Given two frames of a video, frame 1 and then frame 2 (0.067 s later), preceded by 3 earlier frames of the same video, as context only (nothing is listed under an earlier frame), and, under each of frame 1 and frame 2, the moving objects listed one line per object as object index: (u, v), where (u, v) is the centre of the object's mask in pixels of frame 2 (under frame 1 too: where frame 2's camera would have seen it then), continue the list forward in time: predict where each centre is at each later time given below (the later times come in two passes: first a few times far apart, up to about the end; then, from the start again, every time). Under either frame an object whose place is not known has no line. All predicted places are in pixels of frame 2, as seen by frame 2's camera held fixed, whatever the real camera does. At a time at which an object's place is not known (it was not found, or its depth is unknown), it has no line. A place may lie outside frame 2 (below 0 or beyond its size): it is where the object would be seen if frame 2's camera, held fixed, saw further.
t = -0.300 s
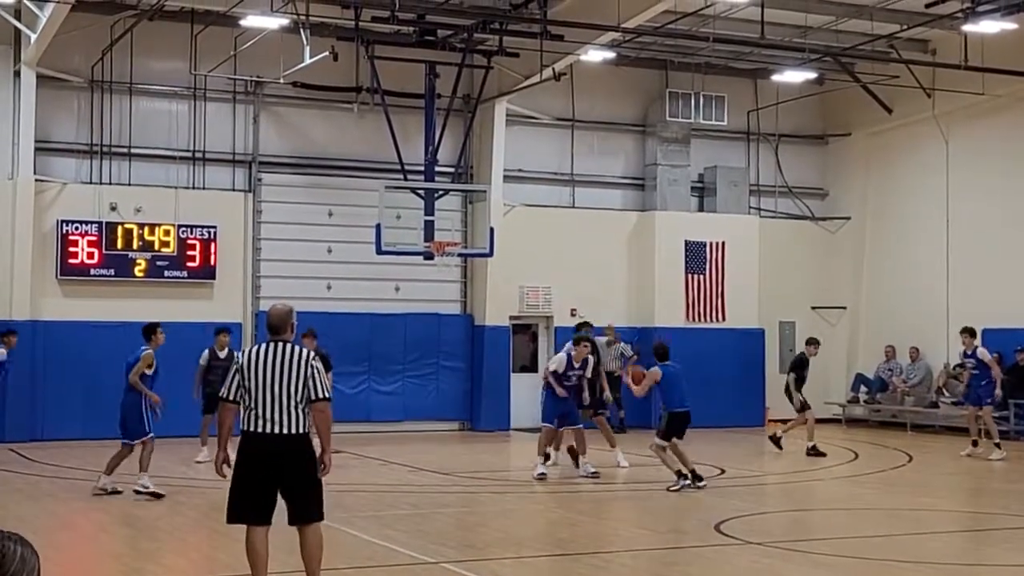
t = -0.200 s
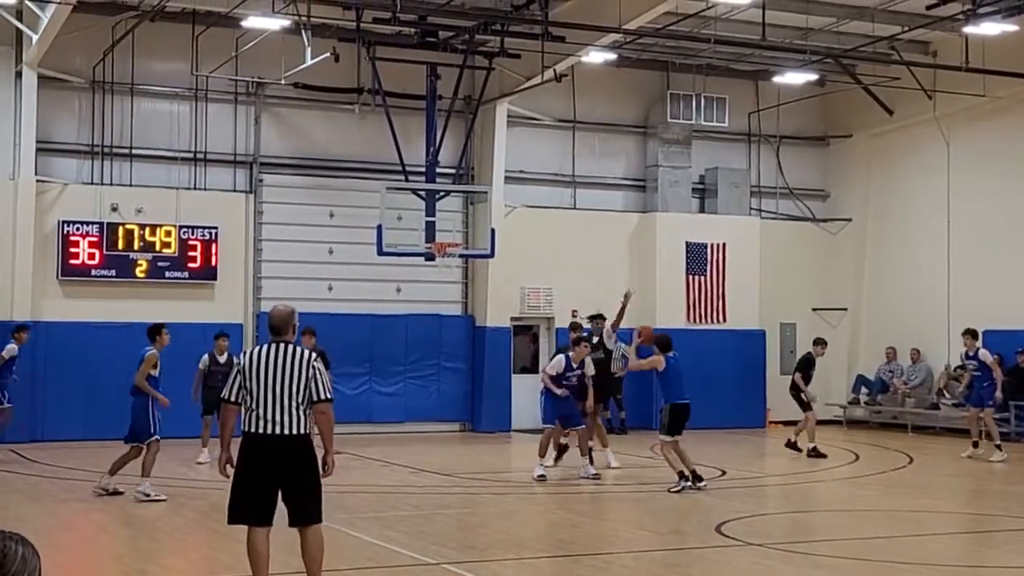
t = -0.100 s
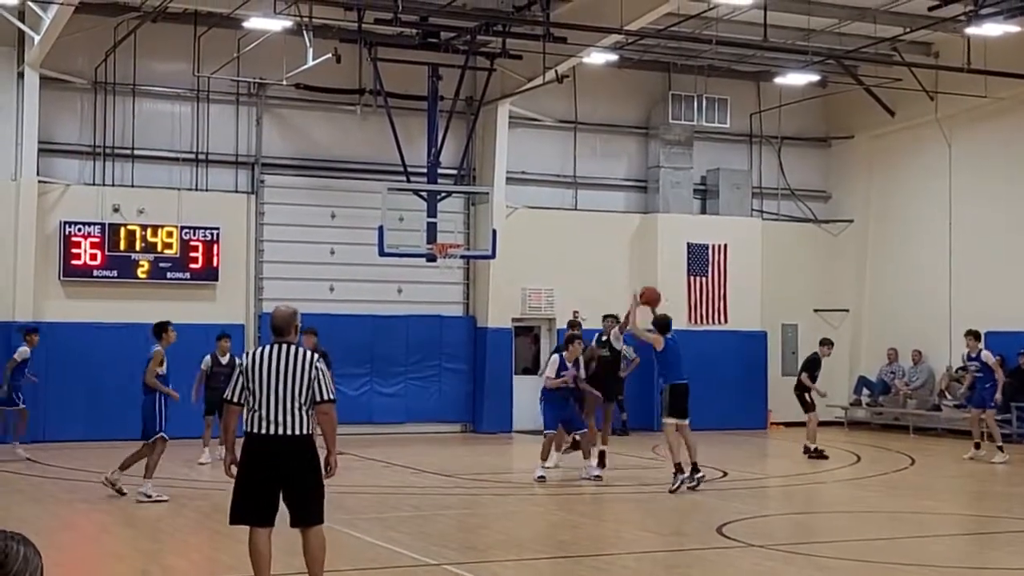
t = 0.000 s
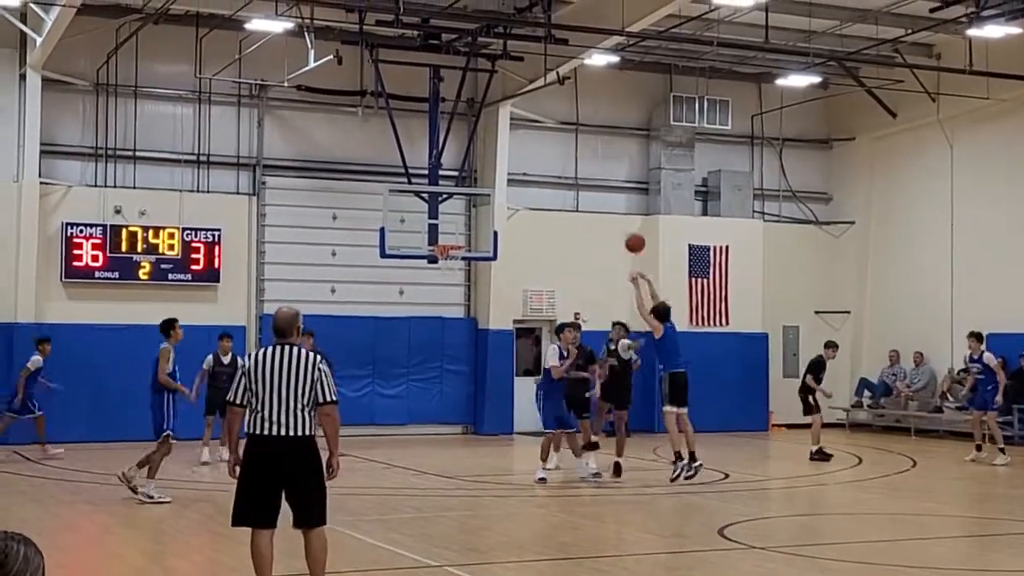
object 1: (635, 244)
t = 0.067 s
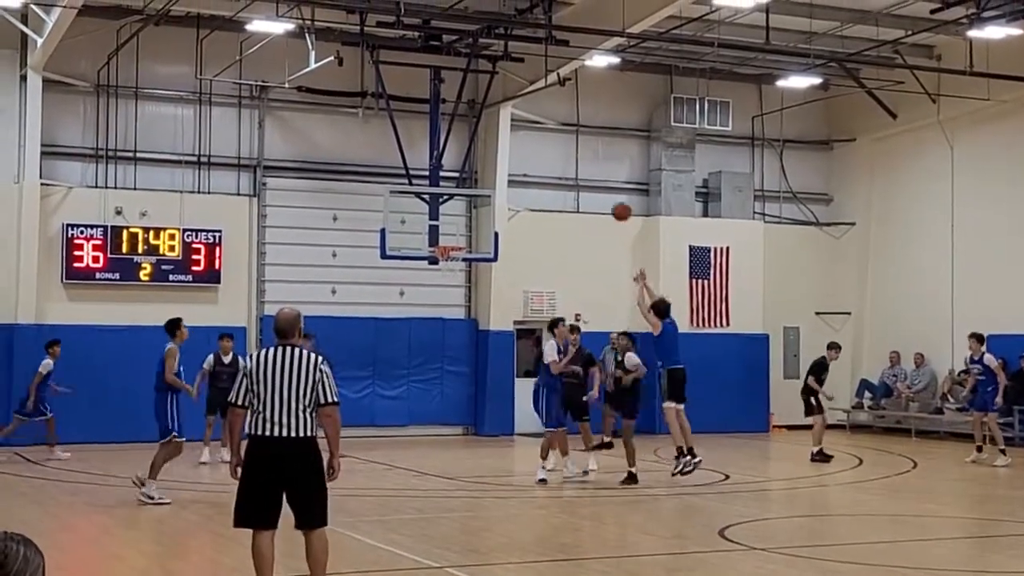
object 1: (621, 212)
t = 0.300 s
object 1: (576, 134)
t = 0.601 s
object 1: (527, 106)
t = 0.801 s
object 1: (498, 123)
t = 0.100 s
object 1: (614, 197)
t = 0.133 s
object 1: (606, 183)
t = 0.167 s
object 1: (601, 172)
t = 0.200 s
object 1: (595, 160)
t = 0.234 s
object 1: (588, 151)
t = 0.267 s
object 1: (582, 143)
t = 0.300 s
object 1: (576, 134)
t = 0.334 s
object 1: (571, 128)
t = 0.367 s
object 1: (566, 122)
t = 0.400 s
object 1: (559, 117)
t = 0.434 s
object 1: (554, 113)
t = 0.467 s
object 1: (548, 110)
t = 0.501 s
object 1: (543, 108)
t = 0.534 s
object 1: (537, 106)
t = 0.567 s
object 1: (533, 105)
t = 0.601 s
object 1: (527, 106)
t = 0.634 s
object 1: (522, 107)
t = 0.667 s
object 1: (518, 108)
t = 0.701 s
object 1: (512, 111)
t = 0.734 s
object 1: (508, 114)
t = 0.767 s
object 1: (503, 119)
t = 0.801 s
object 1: (498, 123)
